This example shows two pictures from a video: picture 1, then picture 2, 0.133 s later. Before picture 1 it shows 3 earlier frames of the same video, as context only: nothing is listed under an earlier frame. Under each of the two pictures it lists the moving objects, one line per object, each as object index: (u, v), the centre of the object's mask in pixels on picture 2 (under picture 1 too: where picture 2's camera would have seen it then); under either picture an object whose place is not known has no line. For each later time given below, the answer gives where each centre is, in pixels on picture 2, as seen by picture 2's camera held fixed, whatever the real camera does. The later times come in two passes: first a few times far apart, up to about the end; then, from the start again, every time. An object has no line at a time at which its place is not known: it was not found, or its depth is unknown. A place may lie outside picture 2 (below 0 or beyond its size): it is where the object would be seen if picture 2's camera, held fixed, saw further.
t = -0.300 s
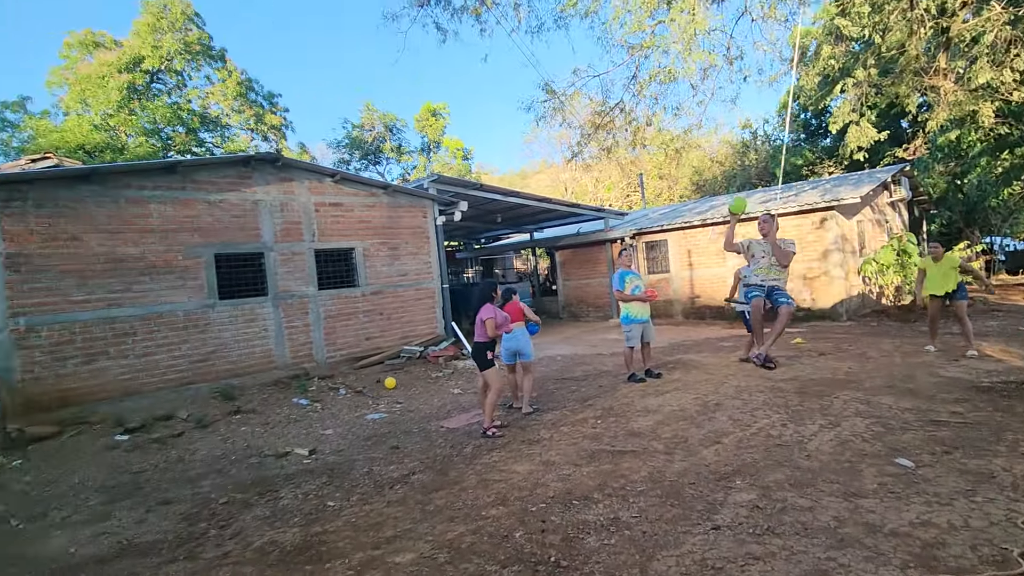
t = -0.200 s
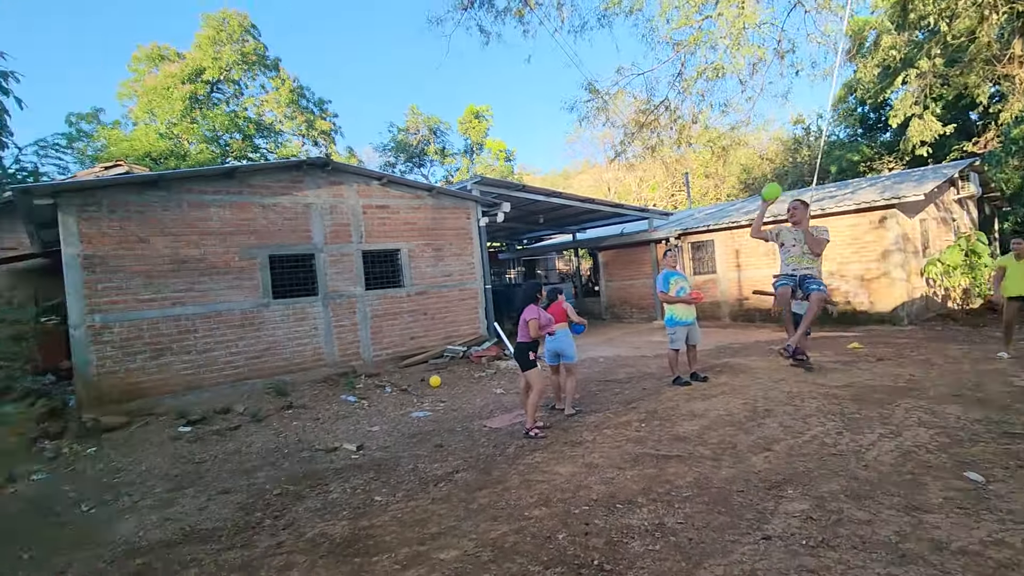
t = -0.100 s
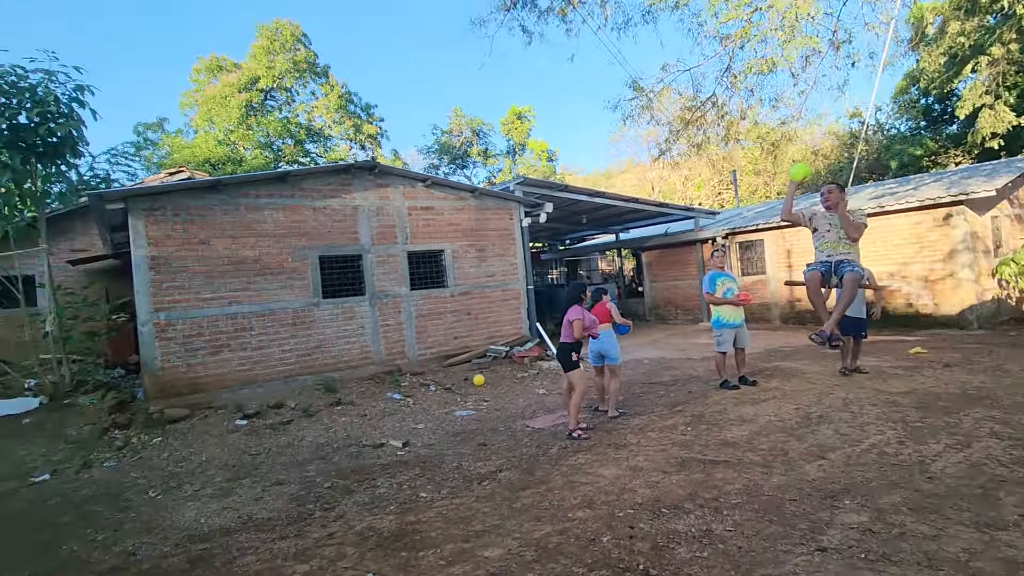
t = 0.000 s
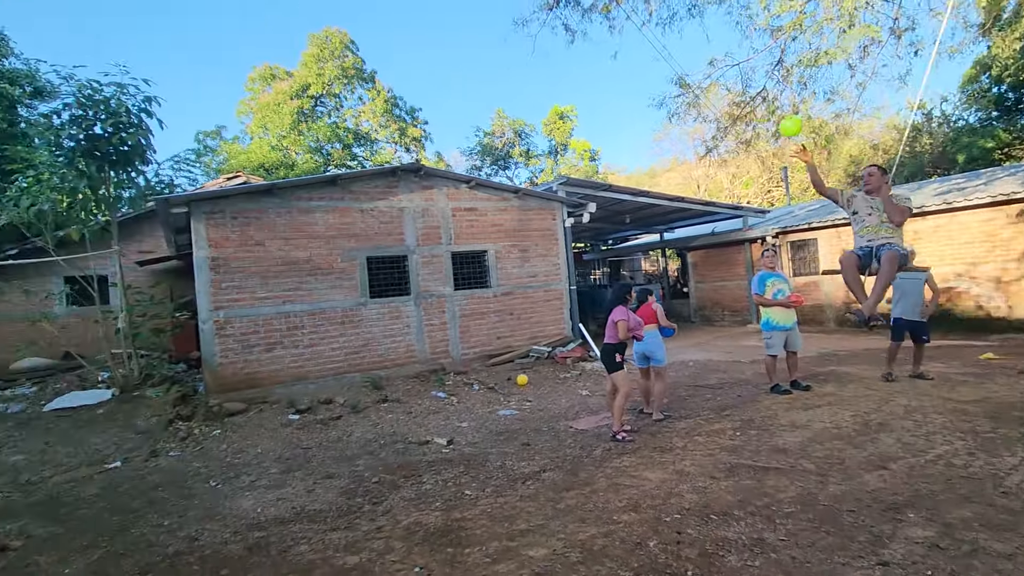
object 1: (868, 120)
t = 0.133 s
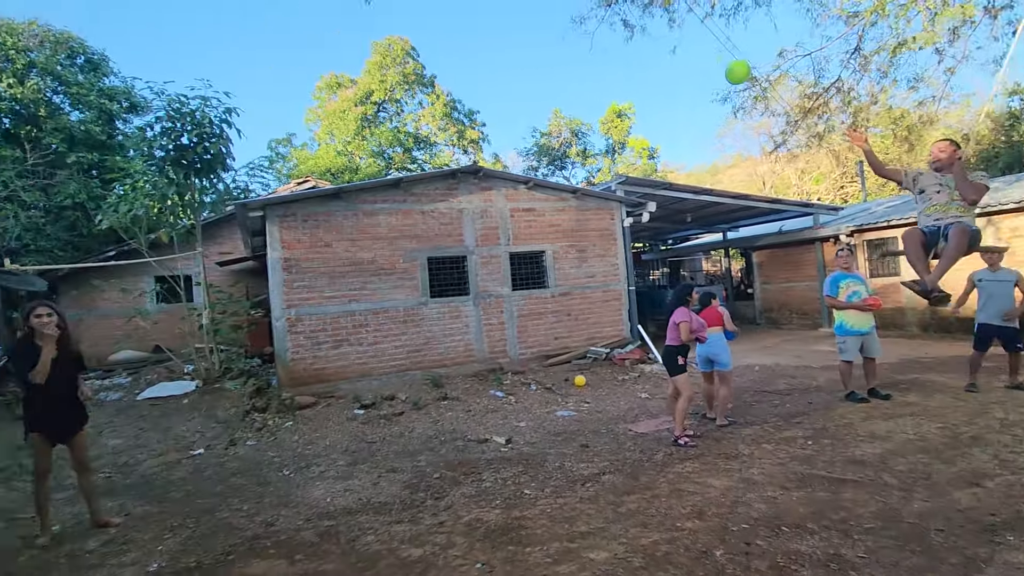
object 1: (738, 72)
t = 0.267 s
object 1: (601, 51)
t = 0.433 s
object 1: (423, 70)
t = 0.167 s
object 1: (703, 64)
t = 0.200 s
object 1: (669, 58)
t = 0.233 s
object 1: (635, 54)
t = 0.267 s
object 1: (601, 51)
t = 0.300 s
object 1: (566, 50)
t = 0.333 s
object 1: (531, 52)
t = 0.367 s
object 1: (495, 56)
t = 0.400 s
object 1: (459, 62)
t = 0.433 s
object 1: (423, 70)
